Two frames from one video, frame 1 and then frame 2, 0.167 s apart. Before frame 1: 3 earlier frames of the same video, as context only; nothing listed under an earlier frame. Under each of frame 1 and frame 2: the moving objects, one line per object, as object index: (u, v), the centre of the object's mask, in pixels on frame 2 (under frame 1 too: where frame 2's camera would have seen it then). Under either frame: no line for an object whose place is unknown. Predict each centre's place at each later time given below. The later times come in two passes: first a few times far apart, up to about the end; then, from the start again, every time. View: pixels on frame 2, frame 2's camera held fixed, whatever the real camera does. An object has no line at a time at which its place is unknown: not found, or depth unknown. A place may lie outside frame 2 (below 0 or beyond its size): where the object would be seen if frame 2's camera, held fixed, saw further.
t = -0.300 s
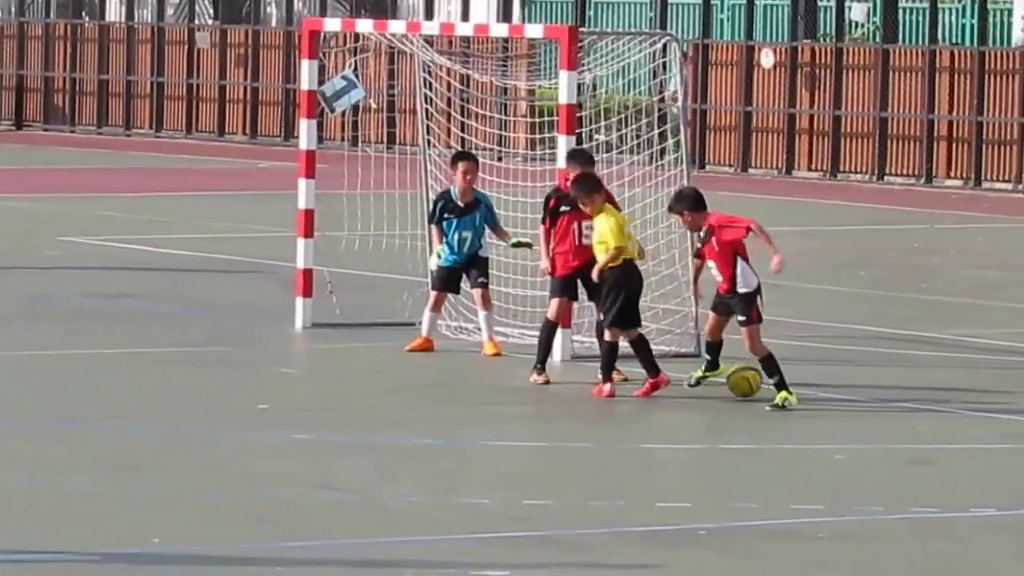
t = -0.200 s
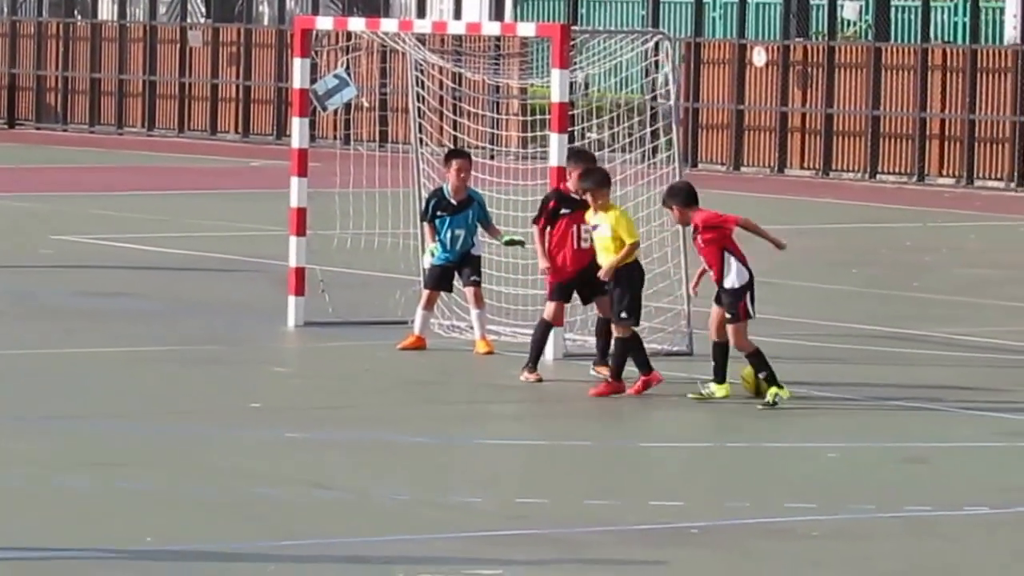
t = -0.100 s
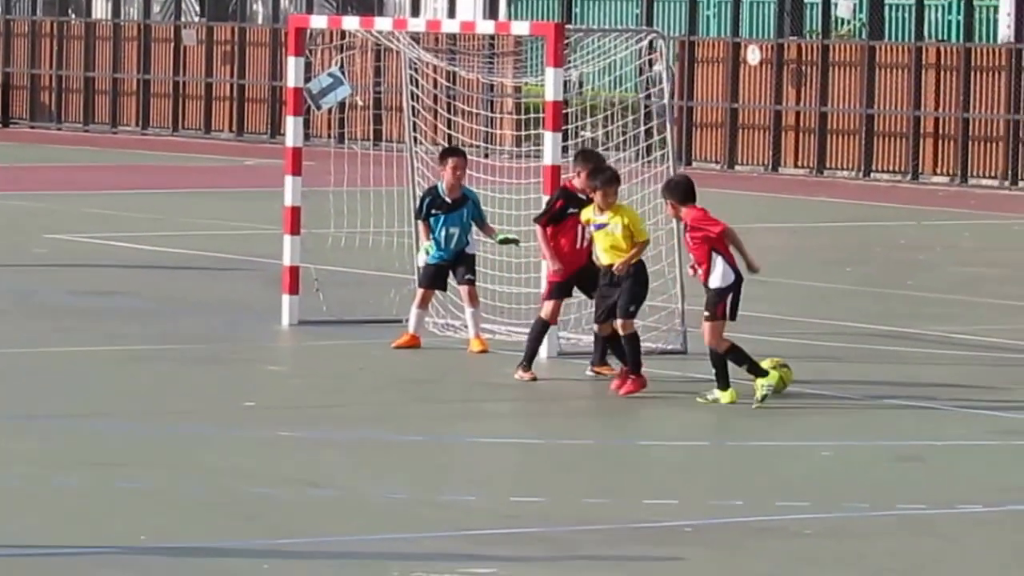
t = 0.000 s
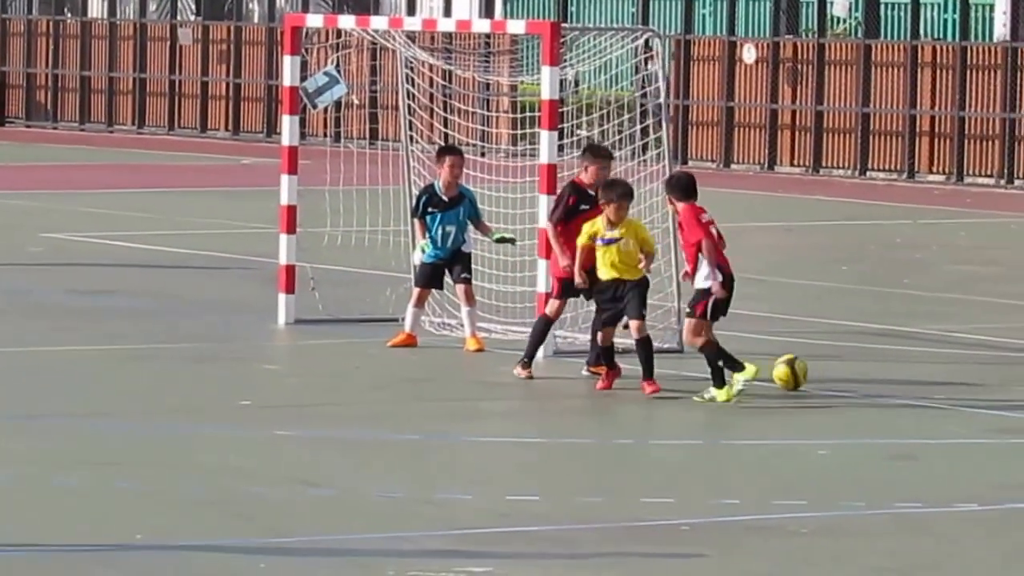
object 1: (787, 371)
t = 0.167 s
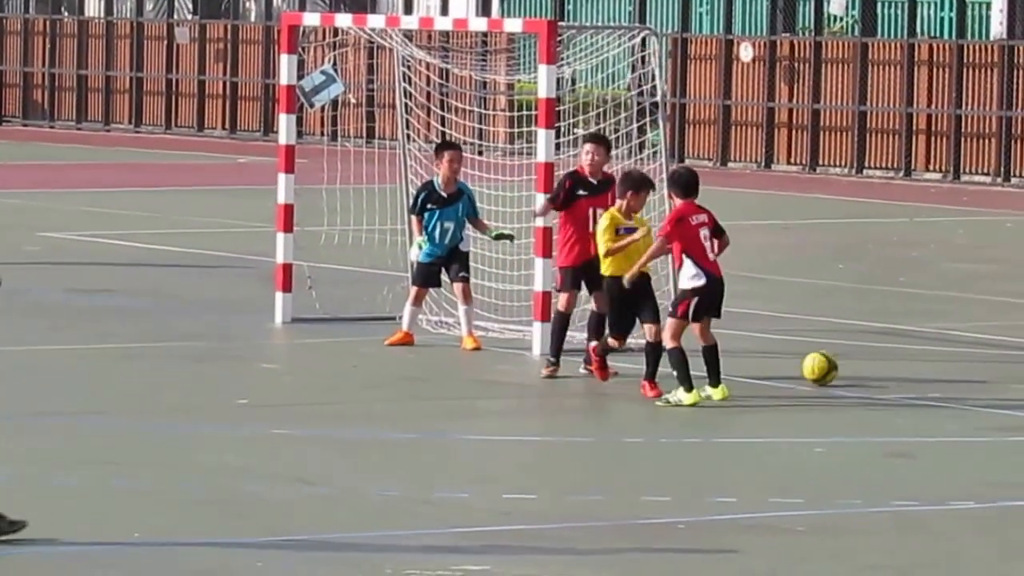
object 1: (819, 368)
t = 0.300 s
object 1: (845, 366)
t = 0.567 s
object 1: (895, 363)
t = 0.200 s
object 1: (826, 367)
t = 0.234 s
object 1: (832, 367)
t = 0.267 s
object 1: (838, 367)
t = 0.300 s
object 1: (845, 366)
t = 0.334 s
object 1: (851, 365)
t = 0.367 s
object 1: (858, 365)
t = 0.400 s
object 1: (863, 365)
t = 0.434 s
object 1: (870, 364)
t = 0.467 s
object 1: (875, 364)
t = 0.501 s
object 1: (883, 364)
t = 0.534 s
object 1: (889, 364)
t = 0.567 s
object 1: (895, 363)
